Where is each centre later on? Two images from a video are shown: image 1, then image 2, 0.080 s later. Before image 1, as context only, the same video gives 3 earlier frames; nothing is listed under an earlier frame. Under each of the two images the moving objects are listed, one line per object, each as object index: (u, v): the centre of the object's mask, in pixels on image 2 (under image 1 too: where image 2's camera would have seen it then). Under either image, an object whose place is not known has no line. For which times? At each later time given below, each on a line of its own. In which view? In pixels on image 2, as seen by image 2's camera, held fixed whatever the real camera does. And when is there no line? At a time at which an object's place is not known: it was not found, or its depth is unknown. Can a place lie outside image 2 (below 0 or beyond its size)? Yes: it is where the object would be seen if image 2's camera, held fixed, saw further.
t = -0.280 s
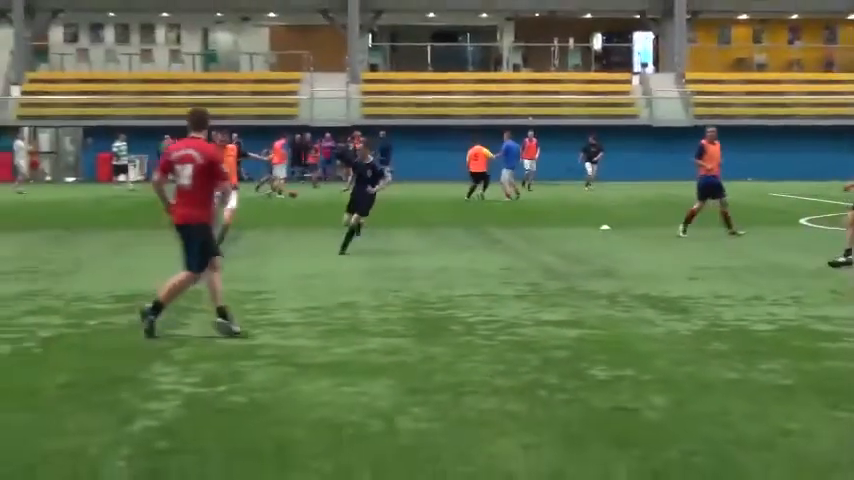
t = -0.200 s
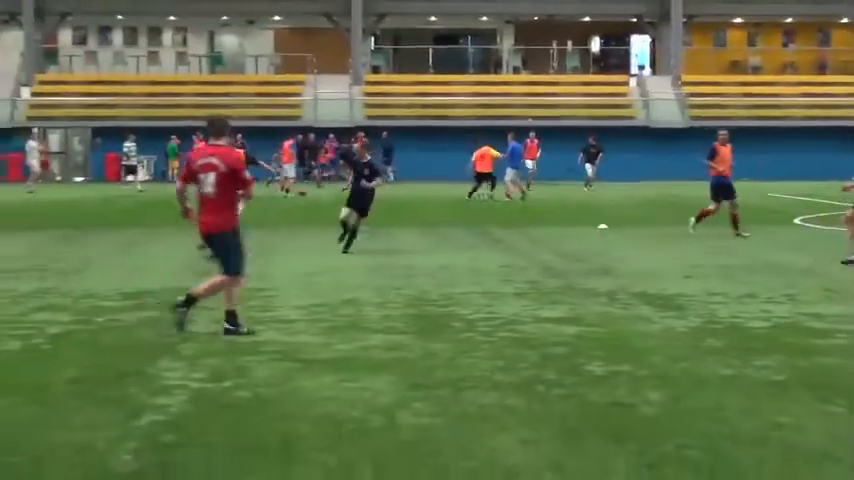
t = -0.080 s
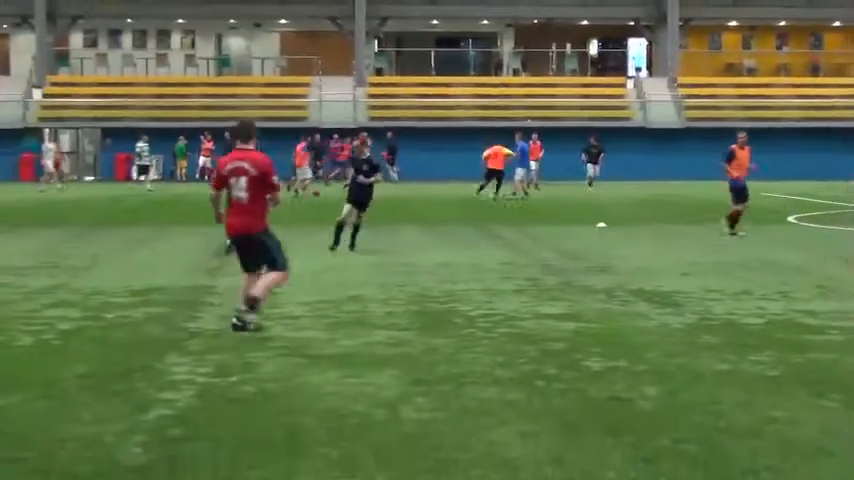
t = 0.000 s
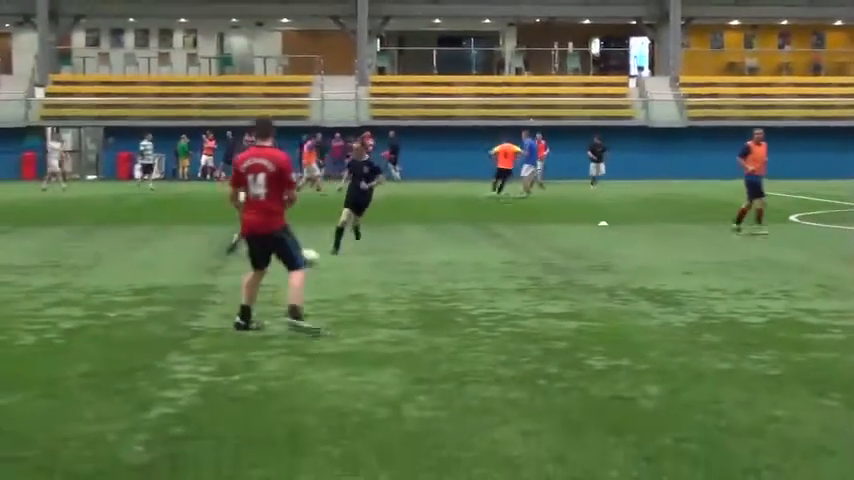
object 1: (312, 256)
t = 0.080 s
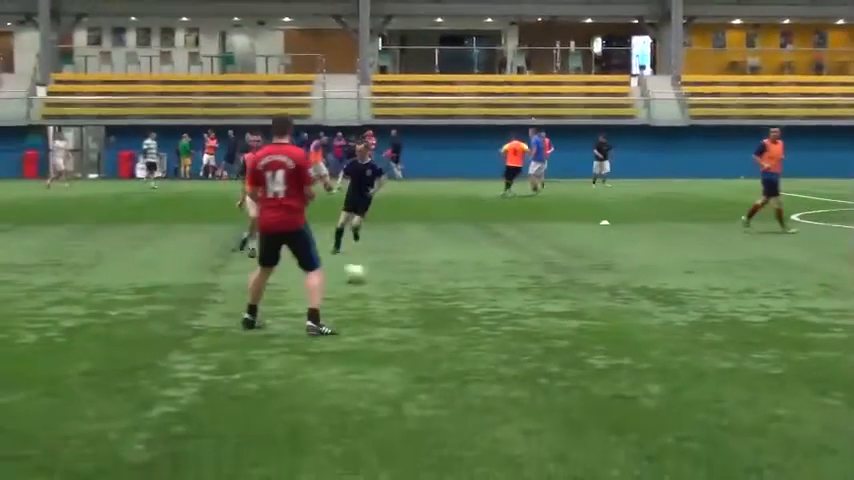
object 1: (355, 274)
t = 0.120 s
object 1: (375, 272)
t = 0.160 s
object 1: (395, 271)
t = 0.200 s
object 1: (417, 270)
